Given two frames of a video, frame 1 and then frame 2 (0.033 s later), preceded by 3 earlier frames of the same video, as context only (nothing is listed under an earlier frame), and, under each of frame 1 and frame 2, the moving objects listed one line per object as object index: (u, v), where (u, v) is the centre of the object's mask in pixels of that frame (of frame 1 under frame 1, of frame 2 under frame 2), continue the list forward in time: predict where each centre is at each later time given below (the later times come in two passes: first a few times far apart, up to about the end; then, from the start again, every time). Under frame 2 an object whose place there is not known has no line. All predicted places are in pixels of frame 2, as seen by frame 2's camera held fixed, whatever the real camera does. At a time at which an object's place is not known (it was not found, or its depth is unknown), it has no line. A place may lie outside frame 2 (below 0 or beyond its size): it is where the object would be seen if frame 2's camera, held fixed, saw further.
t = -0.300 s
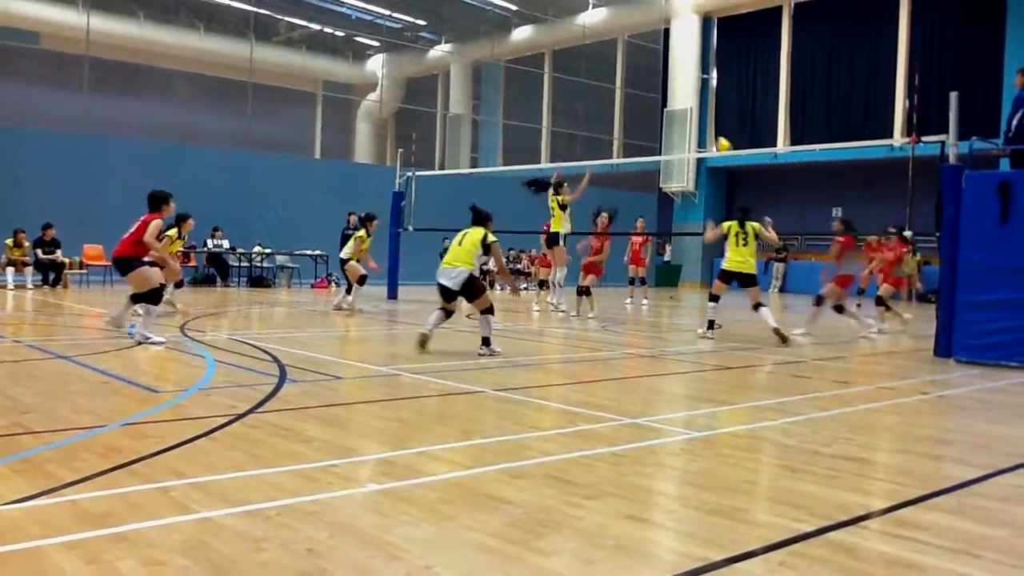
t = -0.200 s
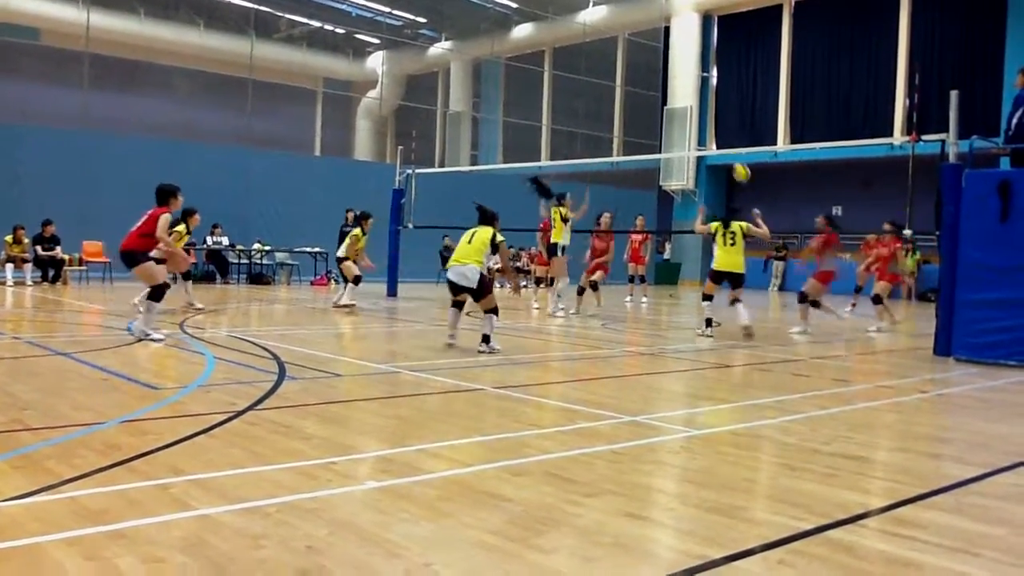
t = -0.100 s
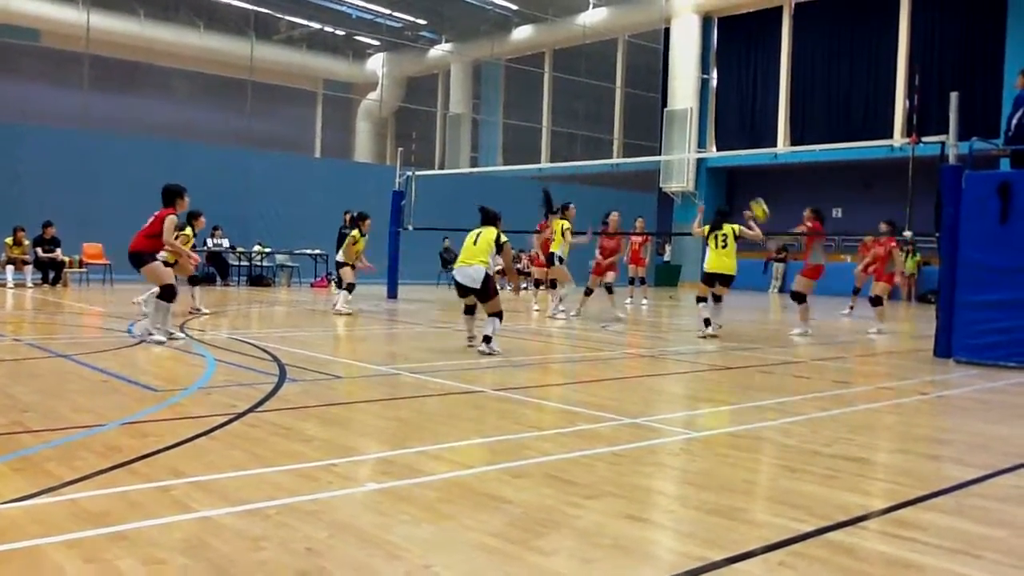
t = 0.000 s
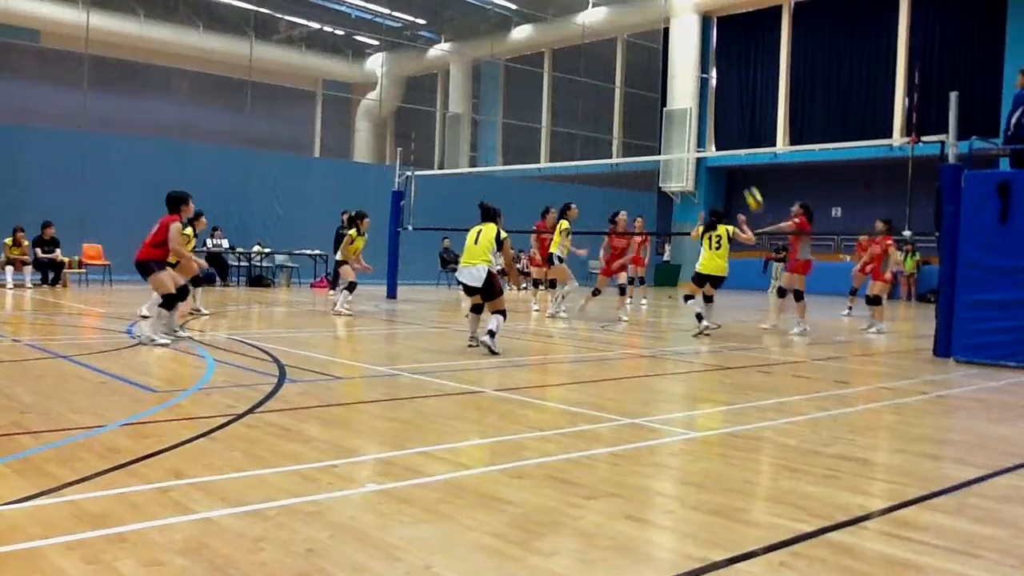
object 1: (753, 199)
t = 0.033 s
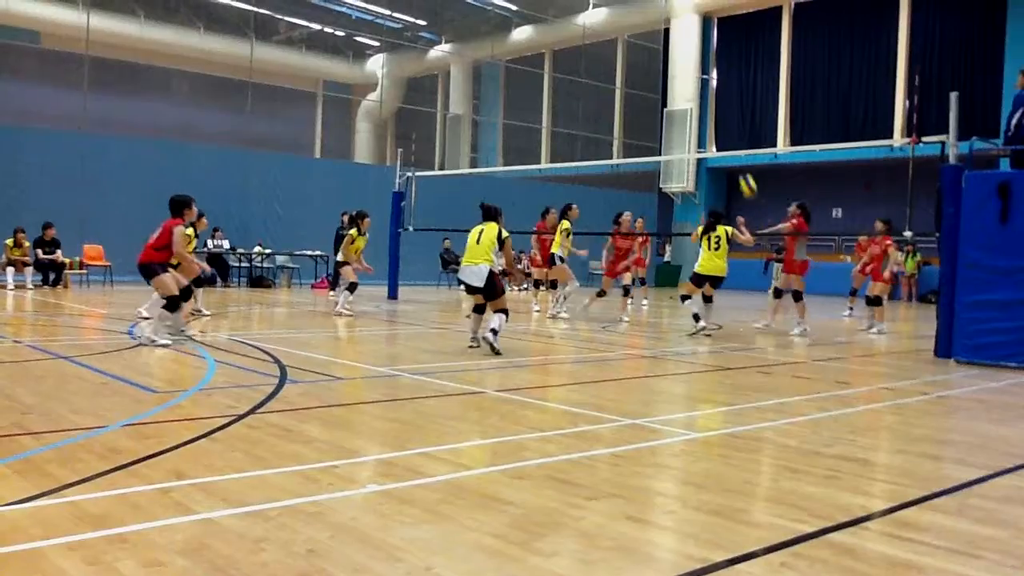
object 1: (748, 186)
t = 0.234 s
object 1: (706, 119)
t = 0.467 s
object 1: (659, 81)
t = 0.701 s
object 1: (611, 86)
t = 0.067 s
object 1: (741, 174)
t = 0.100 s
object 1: (734, 163)
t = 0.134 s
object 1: (726, 144)
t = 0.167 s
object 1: (721, 139)
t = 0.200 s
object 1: (715, 129)
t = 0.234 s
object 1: (706, 119)
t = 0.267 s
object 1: (700, 111)
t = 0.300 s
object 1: (693, 105)
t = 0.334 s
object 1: (686, 99)
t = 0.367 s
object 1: (680, 94)
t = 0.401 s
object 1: (671, 89)
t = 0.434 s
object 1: (665, 84)
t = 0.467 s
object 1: (659, 81)
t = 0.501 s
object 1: (652, 80)
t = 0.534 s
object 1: (645, 79)
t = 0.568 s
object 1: (638, 78)
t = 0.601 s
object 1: (631, 79)
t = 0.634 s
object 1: (627, 81)
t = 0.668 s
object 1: (619, 83)
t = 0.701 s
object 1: (611, 86)
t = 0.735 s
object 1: (604, 90)
